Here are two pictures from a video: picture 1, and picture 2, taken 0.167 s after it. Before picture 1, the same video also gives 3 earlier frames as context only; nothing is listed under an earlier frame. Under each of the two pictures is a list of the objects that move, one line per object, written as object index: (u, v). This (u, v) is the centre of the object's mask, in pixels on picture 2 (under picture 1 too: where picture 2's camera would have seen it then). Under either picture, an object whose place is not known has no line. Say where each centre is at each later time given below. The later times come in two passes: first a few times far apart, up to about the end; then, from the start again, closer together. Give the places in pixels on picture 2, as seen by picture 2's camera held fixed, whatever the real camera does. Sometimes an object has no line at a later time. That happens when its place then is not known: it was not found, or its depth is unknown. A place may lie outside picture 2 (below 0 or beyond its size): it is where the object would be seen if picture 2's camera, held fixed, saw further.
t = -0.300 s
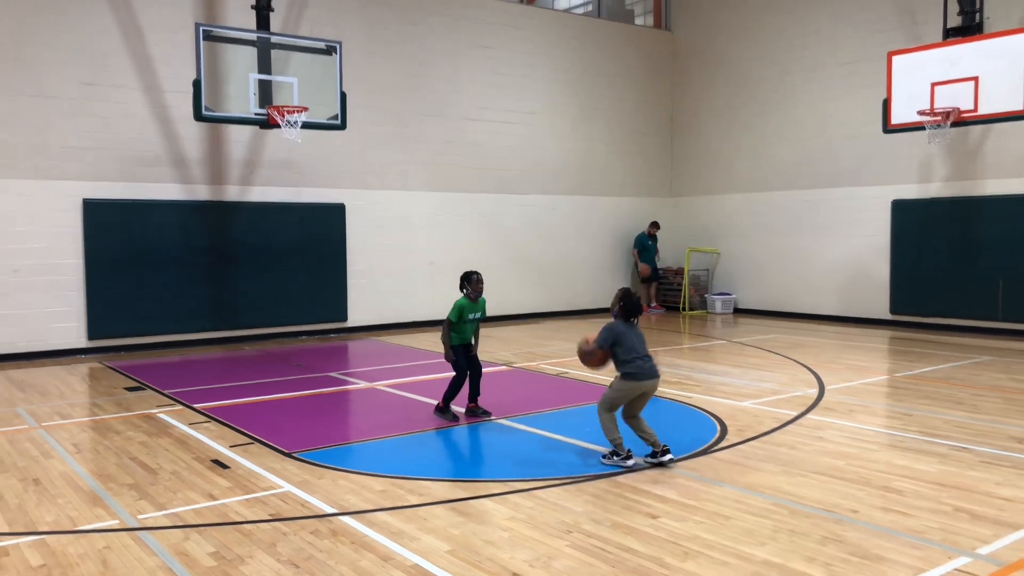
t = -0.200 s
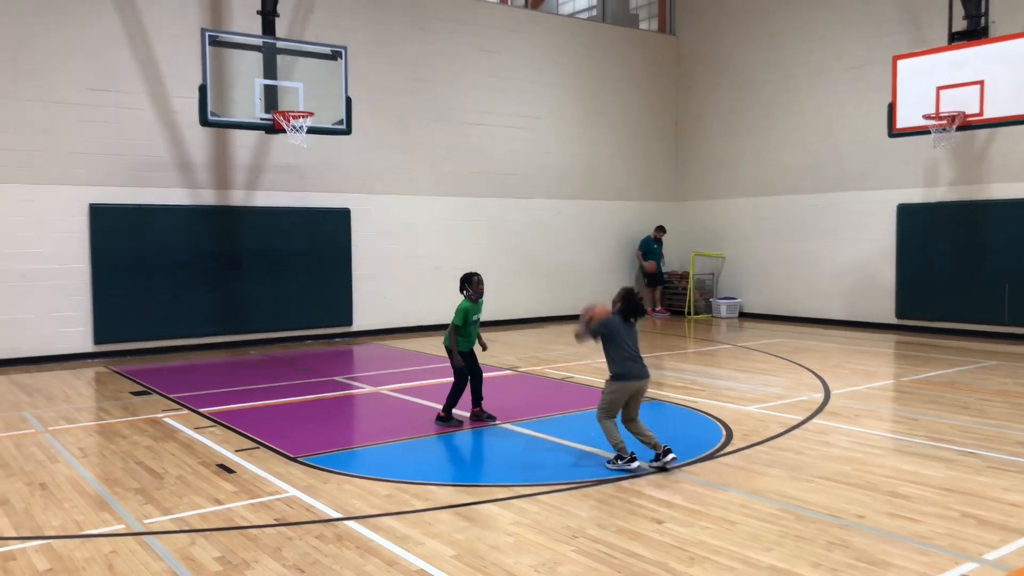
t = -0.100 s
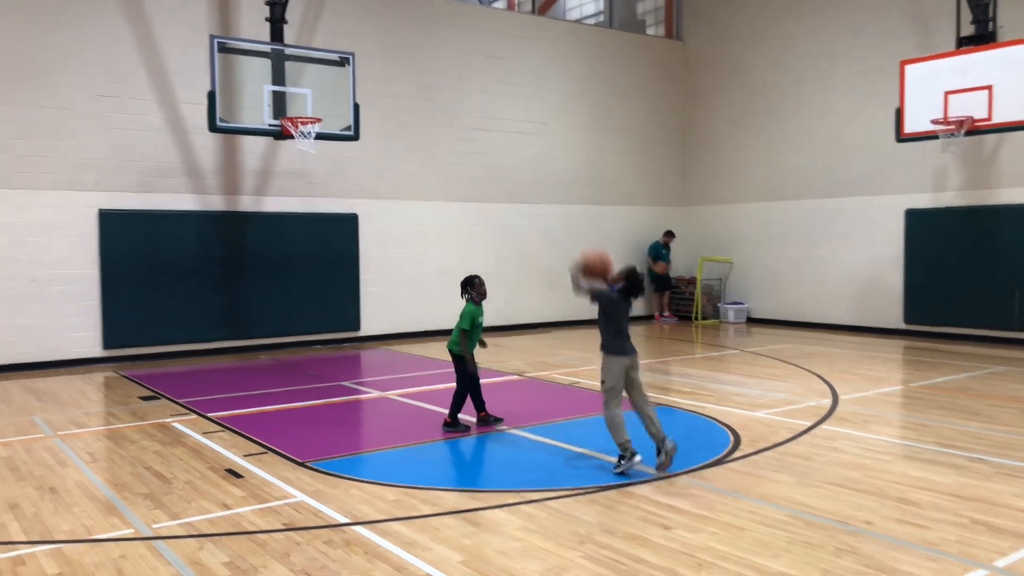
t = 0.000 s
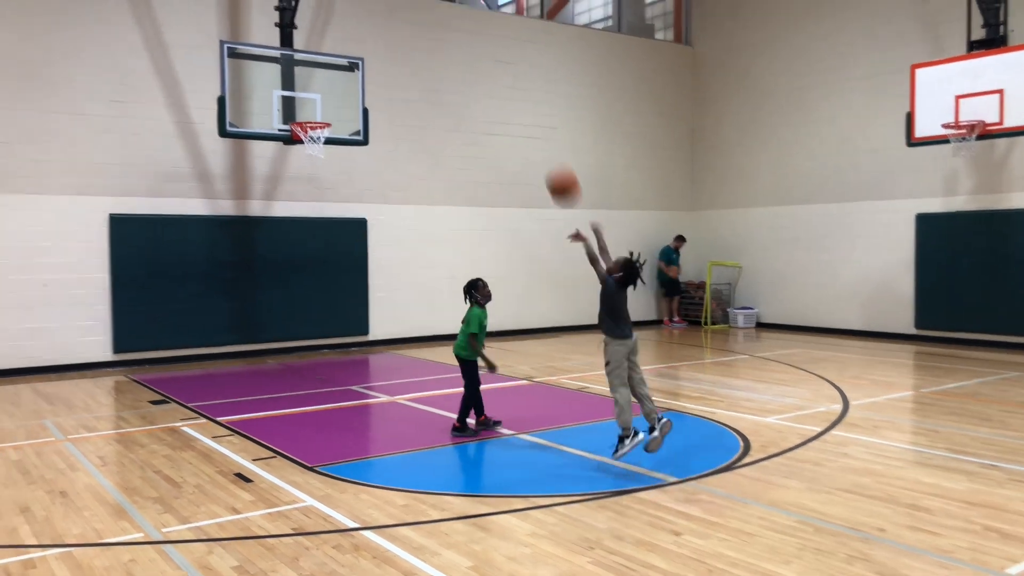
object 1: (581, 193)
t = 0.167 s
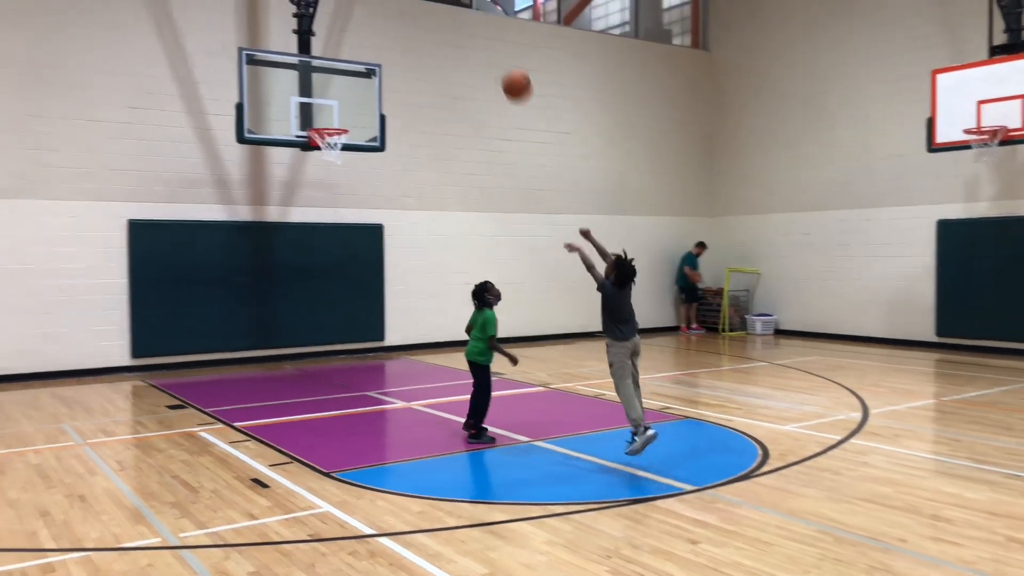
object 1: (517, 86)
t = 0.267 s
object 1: (483, 44)
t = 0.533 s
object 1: (410, 3)
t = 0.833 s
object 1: (347, 45)
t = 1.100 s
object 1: (303, 134)
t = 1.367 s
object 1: (240, 232)
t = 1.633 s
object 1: (181, 374)
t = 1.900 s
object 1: (126, 274)
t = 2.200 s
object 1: (65, 227)
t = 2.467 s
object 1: (9, 250)
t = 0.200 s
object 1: (505, 70)
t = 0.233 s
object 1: (494, 56)
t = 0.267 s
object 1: (483, 44)
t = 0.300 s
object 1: (473, 35)
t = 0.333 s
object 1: (463, 26)
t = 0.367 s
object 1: (453, 19)
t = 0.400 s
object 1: (444, 13)
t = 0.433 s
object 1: (435, 8)
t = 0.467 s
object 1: (426, 5)
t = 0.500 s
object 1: (418, 4)
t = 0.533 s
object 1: (410, 3)
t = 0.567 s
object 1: (402, 4)
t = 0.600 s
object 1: (394, 6)
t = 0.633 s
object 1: (386, 9)
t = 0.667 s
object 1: (379, 13)
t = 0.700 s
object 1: (373, 17)
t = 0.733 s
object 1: (366, 23)
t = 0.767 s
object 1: (360, 29)
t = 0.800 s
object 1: (354, 37)
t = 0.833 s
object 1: (347, 45)
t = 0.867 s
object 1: (342, 54)
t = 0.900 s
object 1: (336, 64)
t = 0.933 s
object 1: (330, 76)
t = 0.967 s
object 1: (325, 86)
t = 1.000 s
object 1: (320, 99)
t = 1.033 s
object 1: (314, 112)
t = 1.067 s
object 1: (309, 123)
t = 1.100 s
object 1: (303, 134)
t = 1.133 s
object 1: (294, 143)
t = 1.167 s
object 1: (286, 153)
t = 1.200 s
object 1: (280, 163)
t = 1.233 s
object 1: (272, 175)
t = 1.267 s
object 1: (263, 188)
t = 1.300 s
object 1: (255, 201)
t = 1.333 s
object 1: (247, 217)
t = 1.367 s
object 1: (240, 232)
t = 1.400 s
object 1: (233, 246)
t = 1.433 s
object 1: (225, 263)
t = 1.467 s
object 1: (217, 281)
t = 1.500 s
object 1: (210, 299)
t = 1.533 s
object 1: (203, 318)
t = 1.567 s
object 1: (195, 339)
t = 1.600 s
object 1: (189, 358)
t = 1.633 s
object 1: (181, 374)
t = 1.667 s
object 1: (175, 359)
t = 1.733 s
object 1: (160, 331)
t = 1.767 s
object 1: (153, 318)
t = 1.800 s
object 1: (146, 306)
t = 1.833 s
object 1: (140, 295)
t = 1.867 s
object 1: (134, 284)
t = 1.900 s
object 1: (126, 274)
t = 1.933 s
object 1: (119, 265)
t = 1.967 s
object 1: (113, 257)
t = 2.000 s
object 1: (106, 250)
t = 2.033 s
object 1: (99, 244)
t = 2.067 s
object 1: (92, 239)
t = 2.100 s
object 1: (85, 234)
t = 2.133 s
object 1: (78, 231)
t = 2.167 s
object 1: (71, 229)
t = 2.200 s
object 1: (65, 227)
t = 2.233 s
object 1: (58, 227)
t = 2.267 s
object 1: (51, 227)
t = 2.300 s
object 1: (44, 229)
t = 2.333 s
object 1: (37, 231)
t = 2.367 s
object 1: (29, 234)
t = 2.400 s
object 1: (23, 239)
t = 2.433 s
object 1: (16, 244)
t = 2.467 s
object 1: (9, 250)
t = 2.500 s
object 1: (1, 258)
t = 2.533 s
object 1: (-6, 266)
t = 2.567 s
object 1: (-12, 275)
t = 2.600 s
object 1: (-21, 287)
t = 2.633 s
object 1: (-27, 298)
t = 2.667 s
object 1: (-35, 311)
